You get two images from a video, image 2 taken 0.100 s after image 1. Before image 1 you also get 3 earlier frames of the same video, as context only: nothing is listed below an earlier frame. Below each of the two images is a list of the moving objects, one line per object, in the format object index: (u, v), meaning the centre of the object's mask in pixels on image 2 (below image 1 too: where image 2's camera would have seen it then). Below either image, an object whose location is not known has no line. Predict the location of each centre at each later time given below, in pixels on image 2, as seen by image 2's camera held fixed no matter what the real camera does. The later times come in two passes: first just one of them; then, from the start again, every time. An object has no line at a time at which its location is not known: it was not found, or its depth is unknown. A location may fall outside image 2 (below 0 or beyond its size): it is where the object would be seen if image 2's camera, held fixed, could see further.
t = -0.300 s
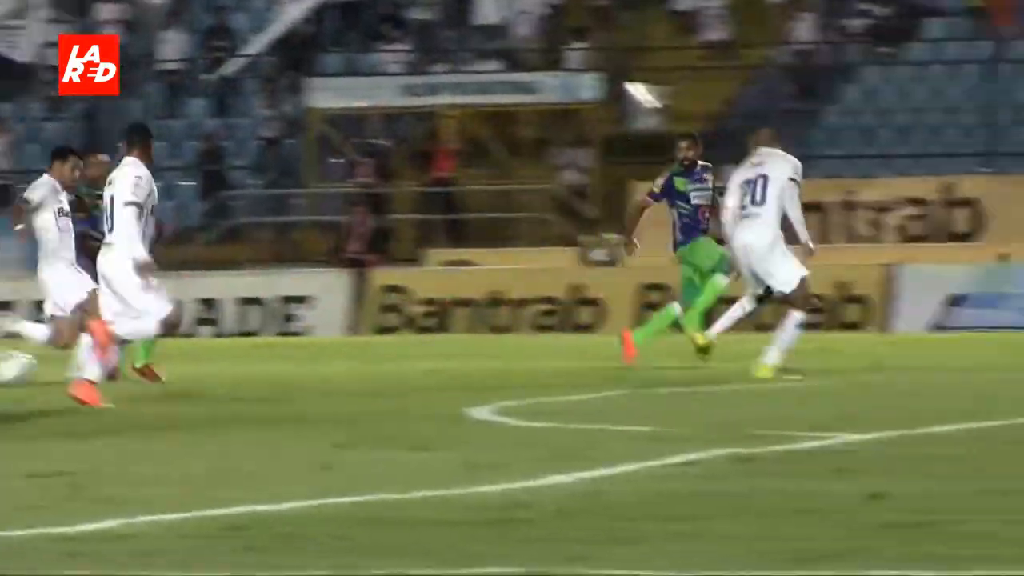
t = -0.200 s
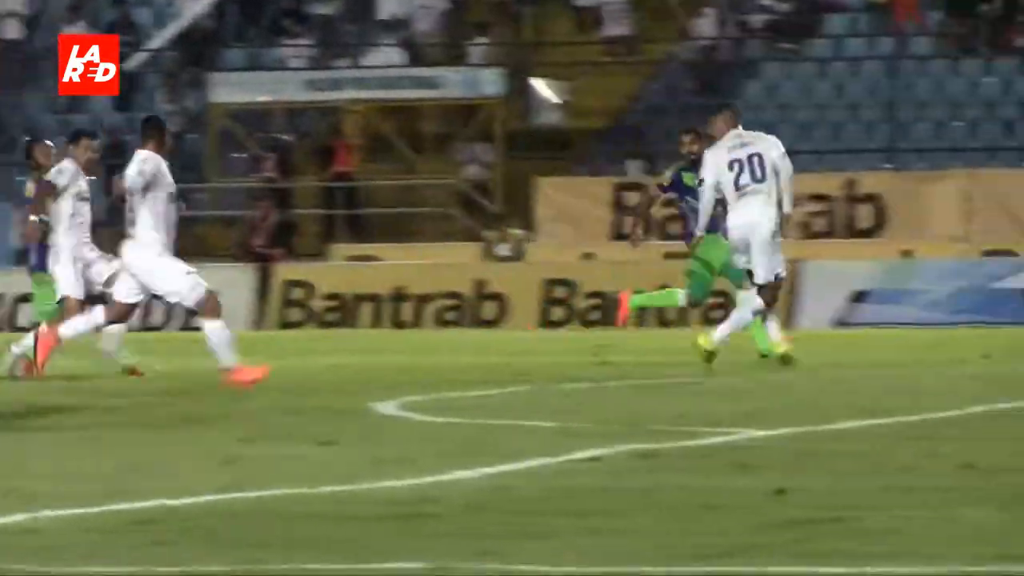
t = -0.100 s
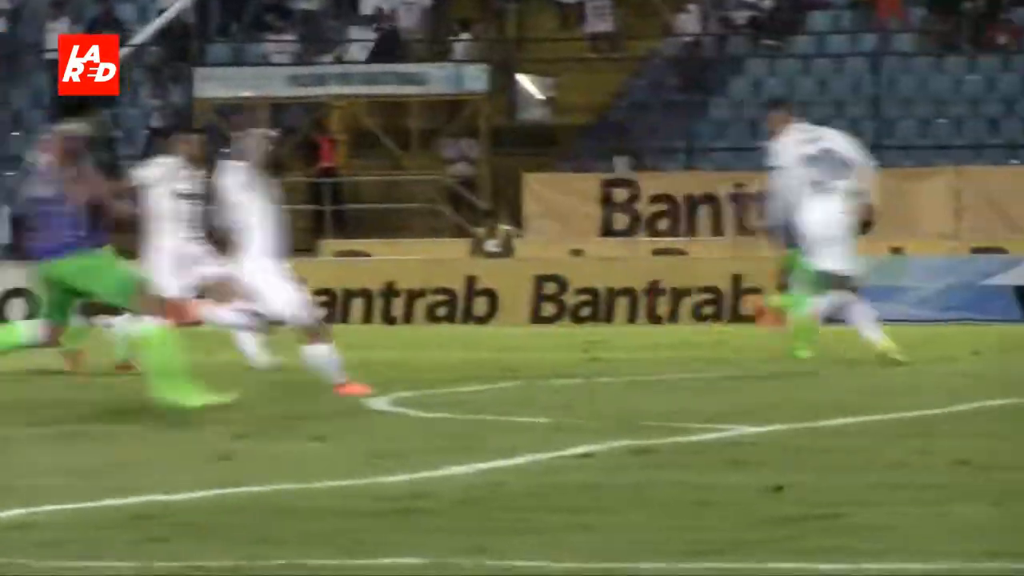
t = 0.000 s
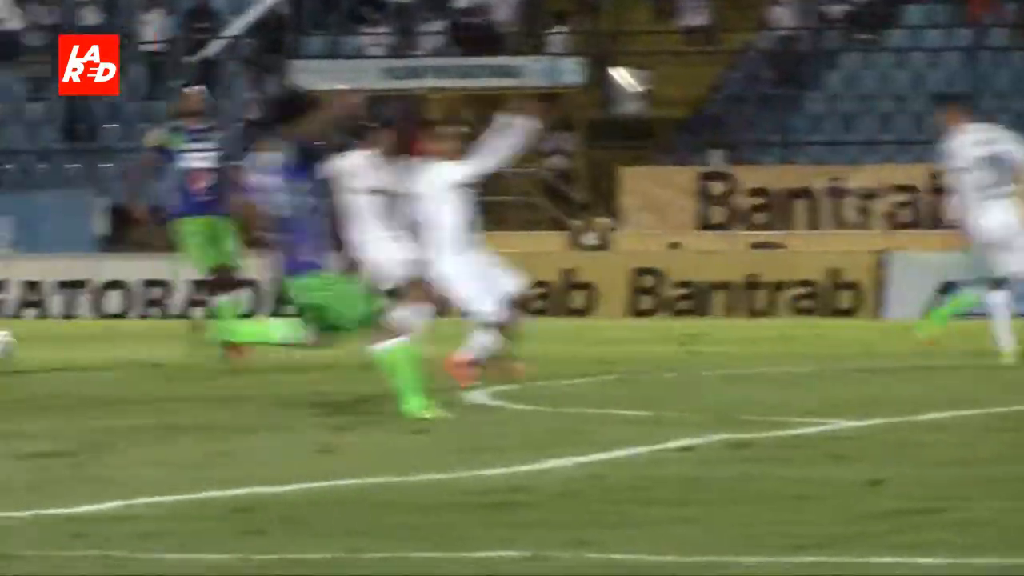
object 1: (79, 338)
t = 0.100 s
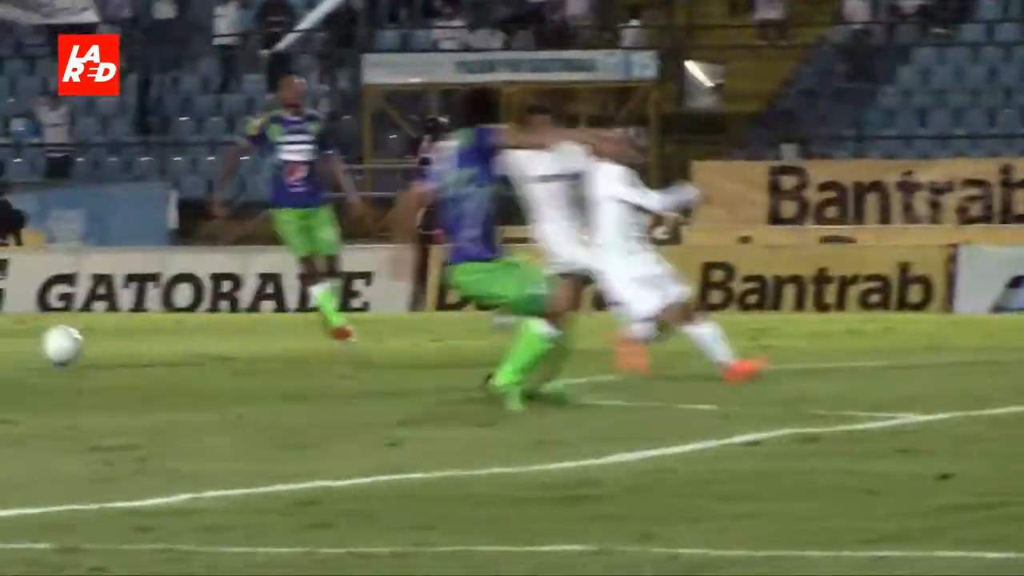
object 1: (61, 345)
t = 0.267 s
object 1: (65, 348)
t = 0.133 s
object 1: (62, 351)
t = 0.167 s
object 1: (62, 358)
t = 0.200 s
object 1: (63, 358)
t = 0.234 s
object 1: (64, 352)
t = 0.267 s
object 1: (65, 348)
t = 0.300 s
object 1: (66, 345)
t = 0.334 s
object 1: (67, 345)
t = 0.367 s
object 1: (69, 347)
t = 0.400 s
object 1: (71, 351)
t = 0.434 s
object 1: (72, 357)
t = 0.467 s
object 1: (73, 366)
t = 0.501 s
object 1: (76, 373)
